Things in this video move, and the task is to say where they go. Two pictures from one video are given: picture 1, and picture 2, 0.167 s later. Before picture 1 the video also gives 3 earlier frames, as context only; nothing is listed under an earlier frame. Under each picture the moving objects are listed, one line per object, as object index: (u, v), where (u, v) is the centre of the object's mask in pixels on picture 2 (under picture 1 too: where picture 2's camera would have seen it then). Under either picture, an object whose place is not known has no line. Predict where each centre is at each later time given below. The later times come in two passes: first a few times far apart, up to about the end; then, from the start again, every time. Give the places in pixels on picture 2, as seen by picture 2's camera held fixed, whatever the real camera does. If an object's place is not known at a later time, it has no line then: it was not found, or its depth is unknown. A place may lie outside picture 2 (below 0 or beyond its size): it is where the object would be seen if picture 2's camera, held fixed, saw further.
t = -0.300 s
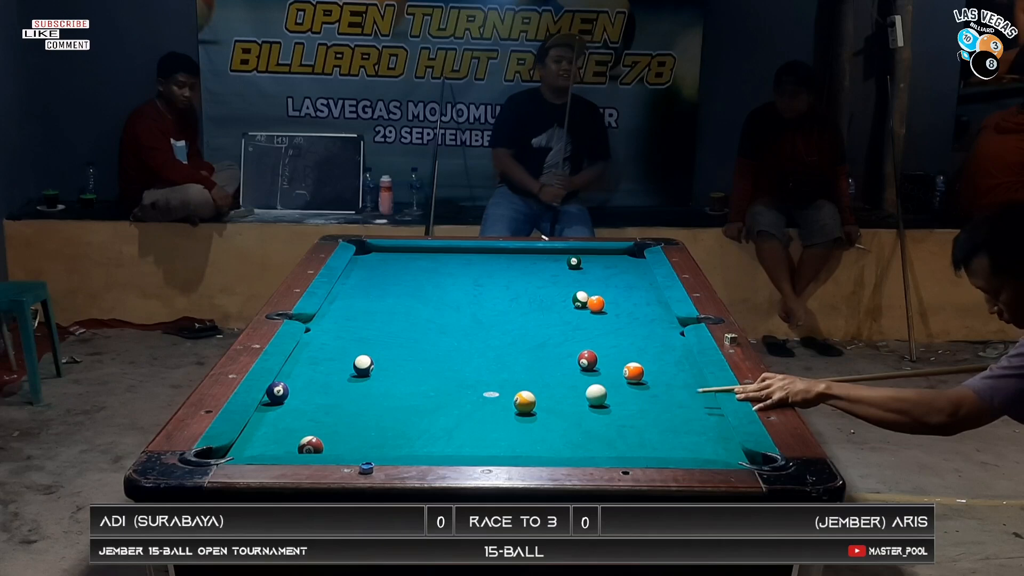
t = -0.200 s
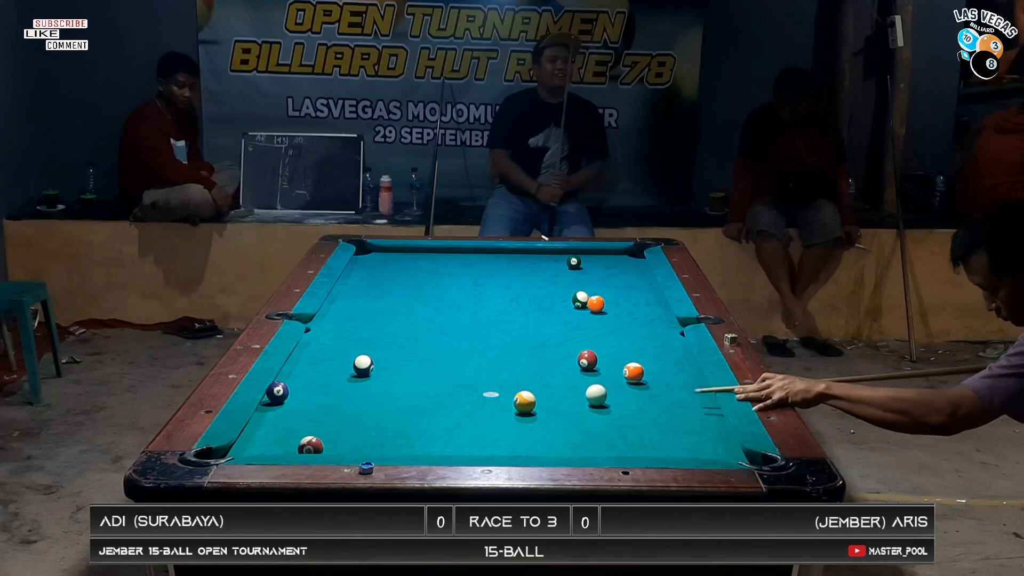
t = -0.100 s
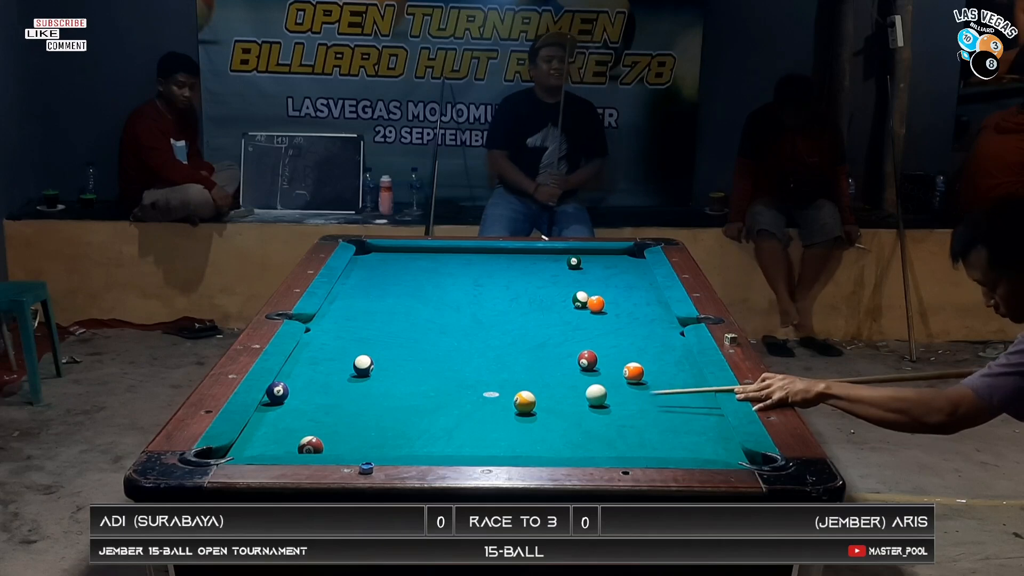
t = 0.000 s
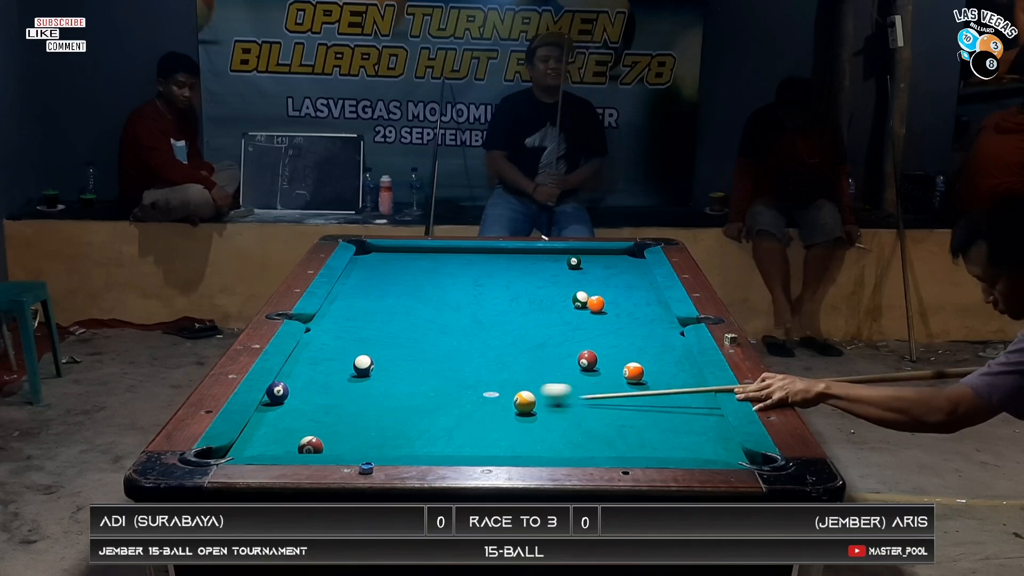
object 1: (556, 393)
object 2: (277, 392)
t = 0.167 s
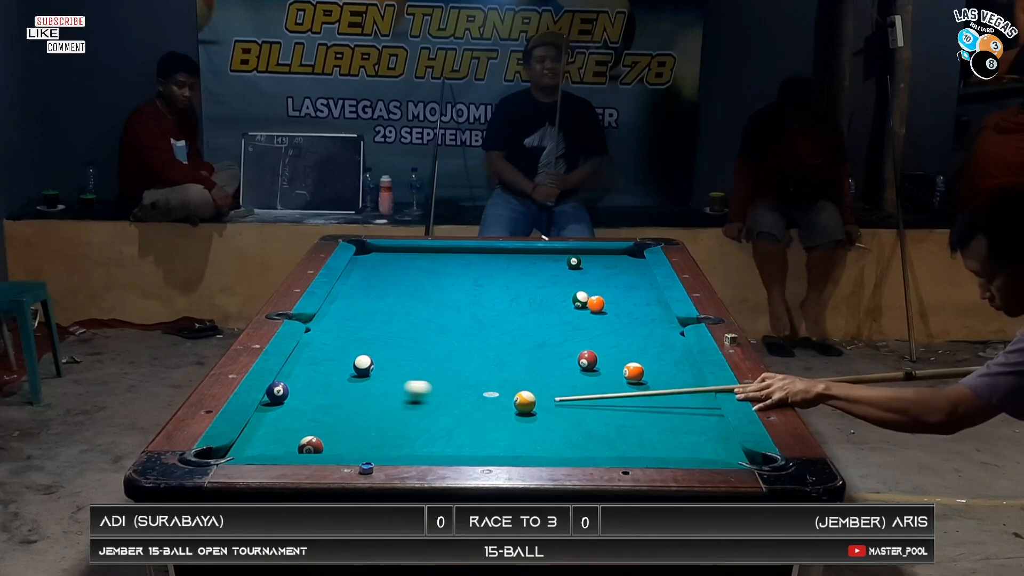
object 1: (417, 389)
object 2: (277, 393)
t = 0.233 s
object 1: (374, 390)
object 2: (277, 393)
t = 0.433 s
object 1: (287, 379)
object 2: (289, 396)
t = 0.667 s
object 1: (339, 364)
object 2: (326, 405)
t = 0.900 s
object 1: (384, 349)
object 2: (362, 414)
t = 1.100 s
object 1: (419, 338)
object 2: (392, 422)
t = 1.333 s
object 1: (454, 327)
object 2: (427, 430)
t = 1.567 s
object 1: (486, 317)
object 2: (461, 438)
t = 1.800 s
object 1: (515, 308)
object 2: (494, 444)
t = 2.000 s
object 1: (537, 302)
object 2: (522, 448)
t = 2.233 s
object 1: (560, 295)
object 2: (551, 451)
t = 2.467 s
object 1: (580, 287)
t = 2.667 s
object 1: (596, 284)
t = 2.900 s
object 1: (612, 280)
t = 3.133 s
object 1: (626, 276)
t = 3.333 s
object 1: (636, 272)
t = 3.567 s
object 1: (643, 269)
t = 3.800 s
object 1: (636, 267)
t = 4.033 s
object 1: (631, 266)
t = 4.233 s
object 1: (628, 265)
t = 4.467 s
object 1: (626, 264)
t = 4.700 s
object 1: (625, 264)
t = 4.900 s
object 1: (625, 264)
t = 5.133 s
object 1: (625, 264)
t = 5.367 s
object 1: (625, 264)
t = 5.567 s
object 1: (625, 264)
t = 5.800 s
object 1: (625, 264)
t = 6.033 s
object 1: (625, 264)
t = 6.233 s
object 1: (625, 264)
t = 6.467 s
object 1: (625, 264)
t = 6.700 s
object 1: (625, 264)
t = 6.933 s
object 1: (625, 264)
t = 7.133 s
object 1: (625, 264)
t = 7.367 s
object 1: (625, 264)
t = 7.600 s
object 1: (625, 264)
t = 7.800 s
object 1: (625, 264)
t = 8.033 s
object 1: (625, 264)
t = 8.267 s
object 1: (625, 264)
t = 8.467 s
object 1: (625, 264)
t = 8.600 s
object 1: (625, 264)
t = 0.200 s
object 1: (395, 390)
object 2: (277, 393)
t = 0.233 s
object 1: (374, 390)
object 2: (277, 393)
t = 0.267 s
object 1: (352, 390)
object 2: (277, 392)
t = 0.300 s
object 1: (331, 389)
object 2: (277, 393)
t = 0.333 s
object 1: (310, 388)
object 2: (277, 393)
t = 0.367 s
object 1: (296, 386)
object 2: (279, 393)
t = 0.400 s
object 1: (289, 380)
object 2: (284, 395)
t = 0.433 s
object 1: (287, 379)
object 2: (289, 396)
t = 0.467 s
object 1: (296, 377)
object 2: (295, 397)
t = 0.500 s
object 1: (304, 375)
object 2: (300, 399)
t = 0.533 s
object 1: (311, 373)
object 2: (305, 400)
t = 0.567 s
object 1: (318, 370)
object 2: (310, 401)
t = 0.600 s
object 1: (325, 368)
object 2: (315, 403)
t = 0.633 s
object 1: (332, 366)
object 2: (321, 404)
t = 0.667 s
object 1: (339, 364)
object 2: (326, 405)
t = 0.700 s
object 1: (345, 361)
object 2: (331, 407)
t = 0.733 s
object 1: (351, 358)
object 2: (336, 408)
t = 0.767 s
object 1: (358, 353)
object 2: (341, 409)
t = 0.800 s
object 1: (367, 351)
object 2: (346, 410)
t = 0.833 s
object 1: (373, 351)
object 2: (351, 412)
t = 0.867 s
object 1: (379, 351)
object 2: (356, 413)
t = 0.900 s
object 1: (384, 349)
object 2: (362, 414)
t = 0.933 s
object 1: (390, 347)
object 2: (367, 415)
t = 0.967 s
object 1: (396, 345)
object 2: (372, 417)
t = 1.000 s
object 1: (402, 343)
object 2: (377, 418)
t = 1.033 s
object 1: (408, 342)
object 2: (382, 419)
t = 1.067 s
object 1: (413, 340)
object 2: (387, 420)
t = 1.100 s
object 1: (419, 338)
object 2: (392, 422)
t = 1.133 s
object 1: (424, 336)
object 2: (397, 423)
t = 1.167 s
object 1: (429, 335)
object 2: (402, 424)
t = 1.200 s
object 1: (434, 333)
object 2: (407, 425)
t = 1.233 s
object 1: (440, 332)
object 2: (412, 427)
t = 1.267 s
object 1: (445, 330)
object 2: (417, 428)
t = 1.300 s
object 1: (449, 328)
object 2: (422, 429)
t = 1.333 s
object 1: (454, 327)
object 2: (427, 430)
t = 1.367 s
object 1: (459, 325)
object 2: (432, 431)
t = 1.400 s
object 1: (464, 324)
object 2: (437, 432)
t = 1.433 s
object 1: (469, 322)
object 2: (442, 433)
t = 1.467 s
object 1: (473, 321)
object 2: (447, 434)
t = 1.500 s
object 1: (478, 320)
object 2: (452, 435)
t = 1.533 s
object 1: (482, 318)
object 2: (457, 437)
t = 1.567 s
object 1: (486, 317)
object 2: (461, 438)
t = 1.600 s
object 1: (491, 316)
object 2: (466, 439)
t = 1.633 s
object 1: (495, 314)
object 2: (471, 440)
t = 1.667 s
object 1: (499, 313)
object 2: (476, 441)
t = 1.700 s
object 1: (503, 312)
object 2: (481, 442)
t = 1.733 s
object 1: (507, 311)
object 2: (485, 443)
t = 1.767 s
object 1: (511, 309)
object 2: (490, 444)
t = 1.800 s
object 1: (515, 308)
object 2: (494, 444)
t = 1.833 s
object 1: (519, 307)
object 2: (499, 445)
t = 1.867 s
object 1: (523, 306)
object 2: (504, 445)
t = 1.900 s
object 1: (526, 305)
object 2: (509, 446)
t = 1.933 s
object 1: (530, 304)
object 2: (513, 447)
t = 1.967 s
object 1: (533, 303)
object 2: (517, 447)
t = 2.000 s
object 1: (537, 302)
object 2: (522, 448)
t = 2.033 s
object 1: (541, 301)
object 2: (526, 448)
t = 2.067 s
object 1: (544, 299)
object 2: (531, 449)
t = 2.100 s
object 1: (547, 299)
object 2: (535, 449)
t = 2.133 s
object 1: (551, 298)
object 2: (540, 450)
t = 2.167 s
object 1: (554, 297)
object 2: (544, 450)
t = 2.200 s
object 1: (557, 296)
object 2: (548, 451)
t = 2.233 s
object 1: (560, 295)
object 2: (551, 451)
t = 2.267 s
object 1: (563, 294)
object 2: (554, 451)
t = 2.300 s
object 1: (566, 293)
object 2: (556, 450)
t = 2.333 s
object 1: (568, 292)
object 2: (559, 450)
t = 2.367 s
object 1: (571, 290)
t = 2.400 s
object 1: (574, 289)
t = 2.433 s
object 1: (577, 288)
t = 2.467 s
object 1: (580, 287)
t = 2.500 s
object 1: (583, 286)
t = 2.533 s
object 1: (586, 286)
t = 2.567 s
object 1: (589, 286)
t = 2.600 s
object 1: (591, 286)
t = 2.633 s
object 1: (594, 285)
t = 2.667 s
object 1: (596, 284)
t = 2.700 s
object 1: (599, 284)
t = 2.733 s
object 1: (601, 283)
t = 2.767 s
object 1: (603, 282)
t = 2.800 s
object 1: (606, 282)
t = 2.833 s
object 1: (608, 281)
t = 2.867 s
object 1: (610, 280)
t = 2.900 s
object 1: (612, 280)
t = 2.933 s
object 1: (614, 279)
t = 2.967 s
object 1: (616, 278)
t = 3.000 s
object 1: (618, 278)
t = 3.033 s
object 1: (620, 277)
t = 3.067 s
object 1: (622, 277)
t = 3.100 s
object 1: (624, 276)
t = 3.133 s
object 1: (626, 276)
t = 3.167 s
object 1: (628, 275)
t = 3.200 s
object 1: (630, 275)
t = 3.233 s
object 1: (631, 274)
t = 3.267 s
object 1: (633, 274)
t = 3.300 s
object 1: (634, 273)
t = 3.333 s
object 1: (636, 272)
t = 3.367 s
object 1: (638, 272)
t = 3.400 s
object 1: (639, 271)
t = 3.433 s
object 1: (640, 271)
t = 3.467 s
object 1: (642, 270)
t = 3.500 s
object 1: (643, 270)
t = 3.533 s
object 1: (644, 270)
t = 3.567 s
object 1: (643, 269)
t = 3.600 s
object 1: (642, 269)
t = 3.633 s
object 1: (641, 269)
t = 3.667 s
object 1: (640, 268)
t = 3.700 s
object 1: (639, 268)
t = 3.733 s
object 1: (638, 268)
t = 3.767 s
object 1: (637, 268)
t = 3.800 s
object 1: (636, 267)
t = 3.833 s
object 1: (635, 267)
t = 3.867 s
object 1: (634, 267)
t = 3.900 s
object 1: (634, 267)
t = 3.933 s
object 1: (633, 266)
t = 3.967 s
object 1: (632, 266)
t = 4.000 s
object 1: (632, 266)
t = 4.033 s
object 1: (631, 266)
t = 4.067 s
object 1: (631, 266)
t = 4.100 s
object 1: (630, 265)
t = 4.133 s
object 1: (630, 265)
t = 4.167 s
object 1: (629, 265)
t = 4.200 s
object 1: (629, 265)
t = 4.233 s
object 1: (628, 265)
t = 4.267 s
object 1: (628, 265)
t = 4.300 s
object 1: (628, 265)
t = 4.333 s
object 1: (627, 265)
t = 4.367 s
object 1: (627, 265)
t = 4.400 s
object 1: (627, 264)
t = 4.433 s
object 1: (626, 264)
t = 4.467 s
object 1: (626, 264)
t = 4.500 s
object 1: (626, 264)
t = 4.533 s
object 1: (626, 264)
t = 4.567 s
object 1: (625, 264)
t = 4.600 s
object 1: (625, 264)
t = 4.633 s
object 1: (625, 264)
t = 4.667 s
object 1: (625, 264)
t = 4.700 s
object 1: (625, 264)
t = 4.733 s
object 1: (625, 264)
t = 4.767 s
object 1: (625, 264)
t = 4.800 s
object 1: (624, 264)
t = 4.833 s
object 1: (624, 264)
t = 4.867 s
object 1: (625, 264)
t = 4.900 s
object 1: (625, 264)
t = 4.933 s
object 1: (625, 264)
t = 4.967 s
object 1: (625, 264)
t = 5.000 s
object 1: (625, 264)
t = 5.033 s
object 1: (625, 264)
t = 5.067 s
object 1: (625, 264)
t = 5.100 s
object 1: (625, 264)
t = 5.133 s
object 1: (625, 264)
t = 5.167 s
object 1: (625, 264)
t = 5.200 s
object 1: (625, 264)
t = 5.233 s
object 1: (625, 264)
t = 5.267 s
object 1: (625, 264)
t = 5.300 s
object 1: (625, 264)
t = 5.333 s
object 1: (625, 264)
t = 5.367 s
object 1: (625, 264)
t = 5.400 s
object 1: (625, 264)
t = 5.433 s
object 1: (625, 264)
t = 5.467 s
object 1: (625, 264)
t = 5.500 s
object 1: (625, 264)
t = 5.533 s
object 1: (625, 264)
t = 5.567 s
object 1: (625, 264)
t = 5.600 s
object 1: (625, 264)
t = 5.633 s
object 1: (625, 264)
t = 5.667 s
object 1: (625, 264)
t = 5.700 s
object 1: (625, 264)
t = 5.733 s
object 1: (625, 264)
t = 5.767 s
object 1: (625, 264)
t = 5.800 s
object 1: (625, 264)
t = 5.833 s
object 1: (625, 264)
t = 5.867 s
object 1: (625, 264)
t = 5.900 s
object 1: (625, 264)
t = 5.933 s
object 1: (625, 264)
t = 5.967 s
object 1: (625, 264)
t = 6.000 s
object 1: (625, 264)
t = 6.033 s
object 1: (625, 264)
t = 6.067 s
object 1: (625, 264)
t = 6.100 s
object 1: (625, 264)
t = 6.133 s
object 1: (625, 264)
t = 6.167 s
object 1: (625, 264)
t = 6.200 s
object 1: (625, 264)
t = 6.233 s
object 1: (625, 264)
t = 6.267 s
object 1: (625, 264)
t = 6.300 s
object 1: (625, 264)
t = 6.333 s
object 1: (625, 264)
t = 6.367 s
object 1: (625, 264)
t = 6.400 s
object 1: (625, 264)
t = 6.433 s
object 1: (625, 264)
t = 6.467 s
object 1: (625, 264)
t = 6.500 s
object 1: (625, 264)
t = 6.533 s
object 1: (625, 264)
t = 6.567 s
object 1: (625, 264)
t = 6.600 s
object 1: (625, 264)
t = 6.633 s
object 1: (625, 264)
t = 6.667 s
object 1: (625, 264)
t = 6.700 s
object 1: (625, 264)
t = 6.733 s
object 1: (625, 264)
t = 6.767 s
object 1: (625, 264)
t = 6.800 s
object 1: (625, 264)
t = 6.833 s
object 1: (625, 264)
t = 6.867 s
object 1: (625, 264)
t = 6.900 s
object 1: (625, 264)
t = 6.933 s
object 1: (625, 264)
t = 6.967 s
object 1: (624, 264)
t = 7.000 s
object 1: (625, 264)
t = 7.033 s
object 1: (625, 264)
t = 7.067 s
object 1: (625, 264)
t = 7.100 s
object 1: (625, 264)
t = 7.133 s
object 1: (625, 264)
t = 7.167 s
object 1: (625, 264)
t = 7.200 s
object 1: (625, 264)
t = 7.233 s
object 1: (625, 264)
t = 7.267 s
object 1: (625, 264)
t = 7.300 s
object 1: (624, 264)
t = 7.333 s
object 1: (625, 264)
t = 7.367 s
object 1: (625, 264)
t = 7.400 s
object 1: (625, 264)
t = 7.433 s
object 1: (625, 264)
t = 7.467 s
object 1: (625, 264)
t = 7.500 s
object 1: (625, 264)
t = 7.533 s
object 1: (625, 264)
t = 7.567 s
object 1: (625, 264)
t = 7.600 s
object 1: (625, 264)
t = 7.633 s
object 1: (625, 264)
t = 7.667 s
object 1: (625, 264)
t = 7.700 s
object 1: (625, 264)
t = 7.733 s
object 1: (625, 264)
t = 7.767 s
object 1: (625, 264)
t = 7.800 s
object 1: (625, 264)
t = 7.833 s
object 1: (625, 264)
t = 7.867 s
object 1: (625, 264)
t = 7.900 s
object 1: (625, 264)
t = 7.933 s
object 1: (625, 264)
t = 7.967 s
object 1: (625, 264)
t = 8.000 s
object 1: (625, 264)
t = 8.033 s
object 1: (625, 264)
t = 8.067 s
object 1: (625, 264)
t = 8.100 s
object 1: (625, 264)
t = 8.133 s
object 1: (625, 264)
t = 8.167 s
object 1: (625, 264)
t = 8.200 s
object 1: (625, 264)
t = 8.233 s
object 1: (625, 264)
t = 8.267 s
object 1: (625, 264)
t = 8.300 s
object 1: (625, 264)
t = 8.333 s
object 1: (625, 264)
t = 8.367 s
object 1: (625, 264)
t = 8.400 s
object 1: (625, 264)
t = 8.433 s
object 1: (625, 264)
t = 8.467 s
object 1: (625, 264)
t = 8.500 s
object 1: (625, 264)
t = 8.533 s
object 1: (625, 264)
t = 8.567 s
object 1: (625, 264)
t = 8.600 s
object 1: (625, 264)
